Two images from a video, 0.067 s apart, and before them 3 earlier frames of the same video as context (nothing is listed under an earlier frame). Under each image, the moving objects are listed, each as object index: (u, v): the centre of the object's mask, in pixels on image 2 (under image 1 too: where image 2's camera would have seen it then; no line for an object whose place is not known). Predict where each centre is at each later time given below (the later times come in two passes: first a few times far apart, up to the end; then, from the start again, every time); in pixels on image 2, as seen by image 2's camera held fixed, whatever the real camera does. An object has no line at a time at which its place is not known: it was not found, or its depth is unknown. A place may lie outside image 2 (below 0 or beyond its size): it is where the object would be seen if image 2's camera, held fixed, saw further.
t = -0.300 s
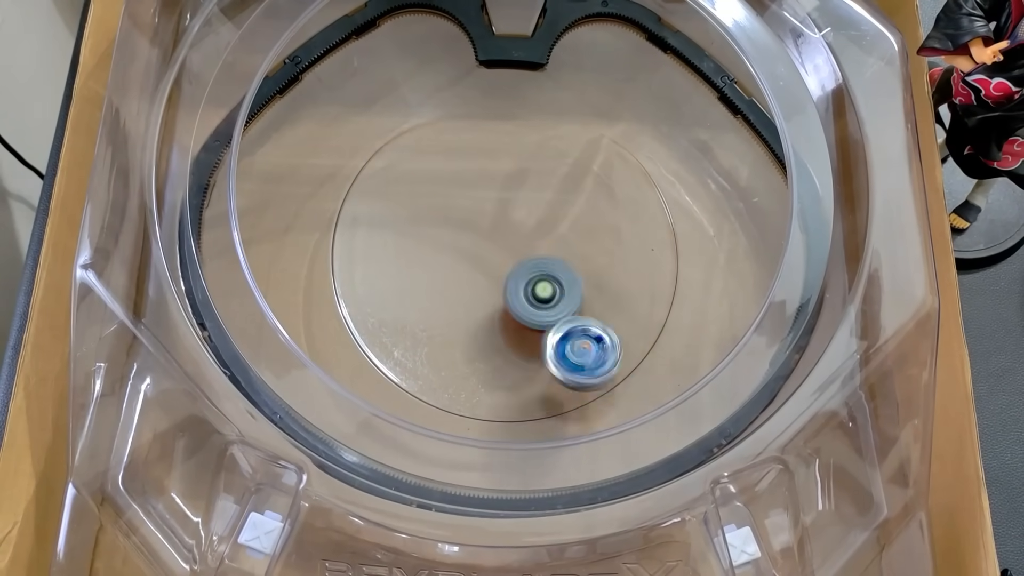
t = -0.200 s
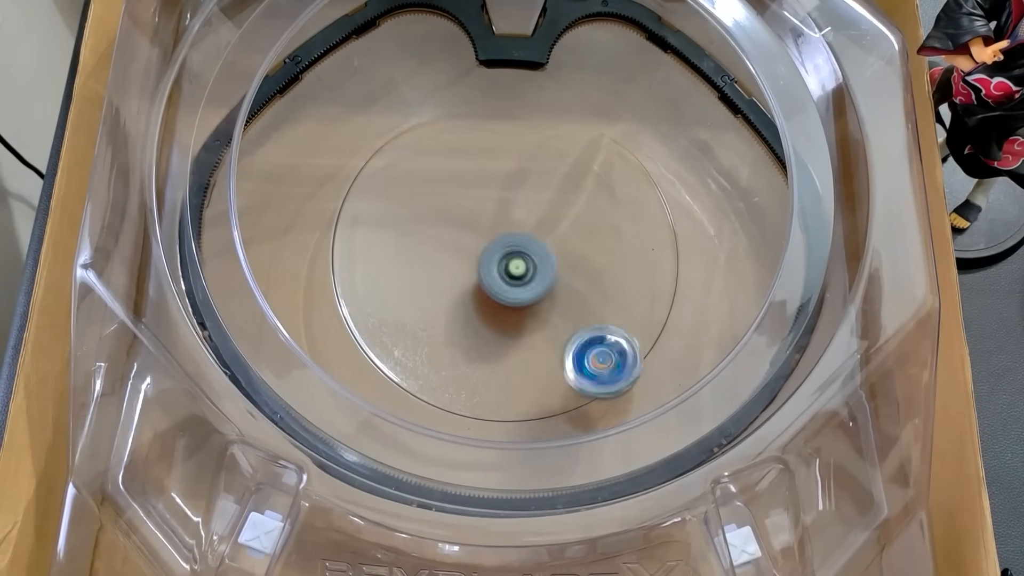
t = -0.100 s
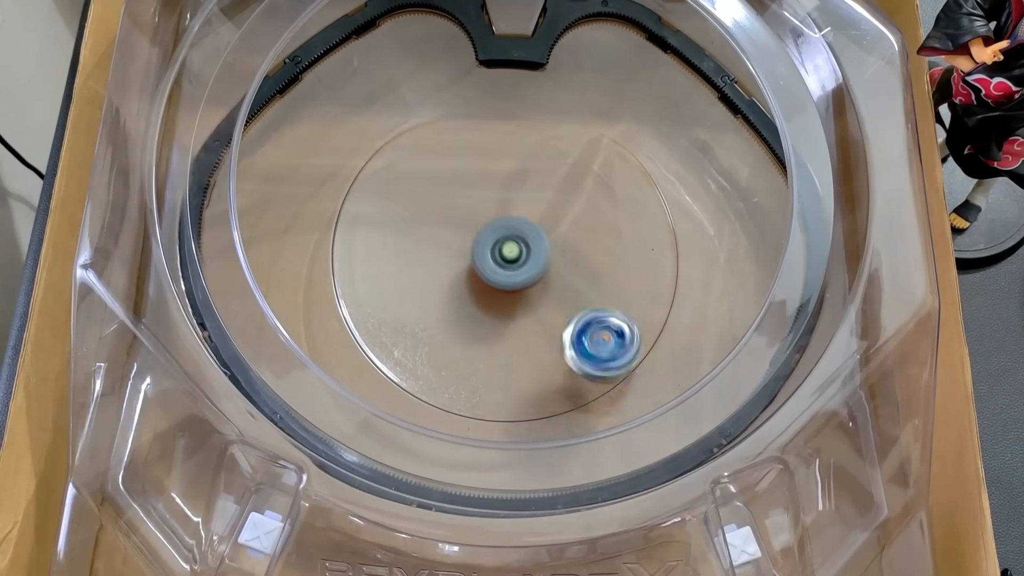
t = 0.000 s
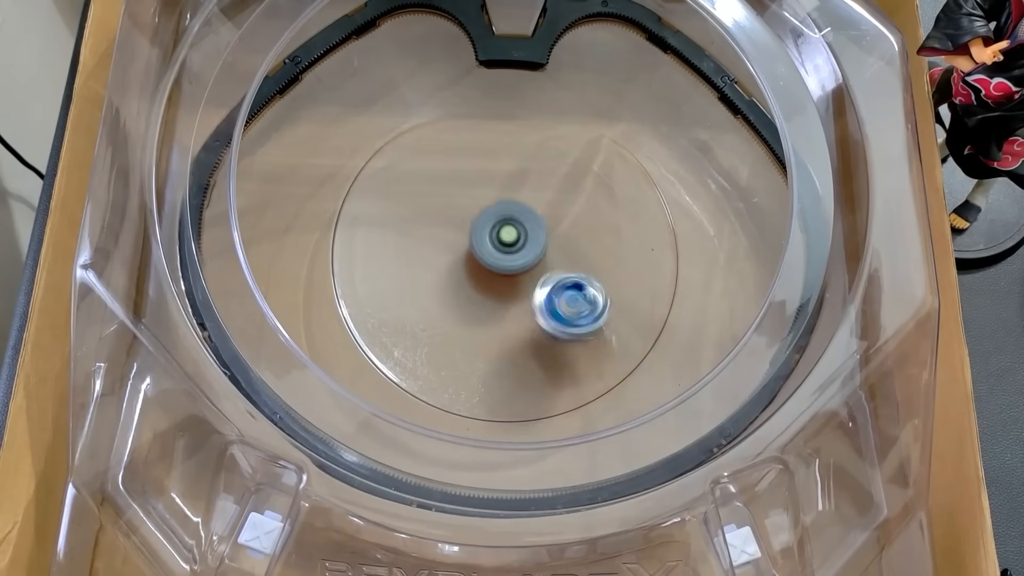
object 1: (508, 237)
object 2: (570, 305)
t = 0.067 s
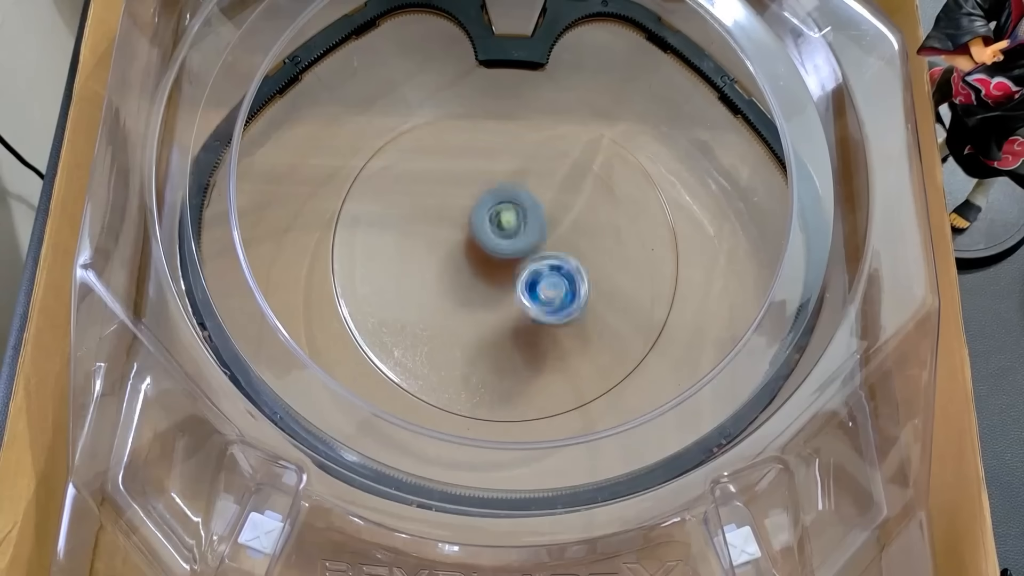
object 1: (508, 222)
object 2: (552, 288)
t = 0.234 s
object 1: (506, 172)
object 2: (566, 312)
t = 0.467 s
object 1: (535, 182)
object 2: (511, 281)
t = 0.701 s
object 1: (527, 230)
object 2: (434, 249)
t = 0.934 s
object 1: (516, 271)
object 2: (391, 239)
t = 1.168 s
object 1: (537, 311)
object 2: (364, 225)
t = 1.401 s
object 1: (507, 326)
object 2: (443, 219)
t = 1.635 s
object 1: (495, 336)
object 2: (459, 173)
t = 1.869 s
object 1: (489, 297)
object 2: (473, 181)
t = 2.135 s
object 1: (528, 265)
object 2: (500, 156)
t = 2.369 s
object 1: (557, 238)
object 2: (498, 173)
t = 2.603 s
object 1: (581, 244)
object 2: (457, 221)
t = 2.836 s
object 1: (557, 243)
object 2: (491, 290)
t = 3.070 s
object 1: (513, 224)
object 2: (556, 312)
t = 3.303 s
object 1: (480, 209)
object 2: (559, 255)
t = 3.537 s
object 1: (453, 208)
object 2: (555, 200)
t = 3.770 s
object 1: (455, 227)
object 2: (535, 188)
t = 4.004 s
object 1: (415, 301)
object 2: (593, 144)
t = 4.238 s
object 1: (420, 301)
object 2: (600, 162)
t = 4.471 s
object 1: (471, 277)
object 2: (539, 221)
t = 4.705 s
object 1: (517, 263)
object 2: (508, 174)
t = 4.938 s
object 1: (549, 241)
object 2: (496, 165)
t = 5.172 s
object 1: (570, 219)
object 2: (484, 226)
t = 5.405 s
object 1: (561, 207)
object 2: (457, 280)
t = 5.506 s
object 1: (550, 205)
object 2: (457, 271)
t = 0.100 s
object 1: (501, 201)
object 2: (559, 300)
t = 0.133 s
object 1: (499, 189)
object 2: (562, 311)
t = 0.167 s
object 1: (500, 180)
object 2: (566, 313)
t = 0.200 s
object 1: (502, 175)
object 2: (567, 313)
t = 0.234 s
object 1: (506, 172)
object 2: (566, 312)
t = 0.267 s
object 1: (511, 170)
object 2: (562, 311)
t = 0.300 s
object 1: (516, 169)
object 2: (557, 307)
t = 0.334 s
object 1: (521, 169)
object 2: (550, 304)
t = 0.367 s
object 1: (525, 171)
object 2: (544, 300)
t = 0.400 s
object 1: (530, 174)
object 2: (533, 293)
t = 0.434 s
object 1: (533, 177)
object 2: (522, 287)
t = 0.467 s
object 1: (535, 182)
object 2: (511, 281)
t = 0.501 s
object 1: (537, 188)
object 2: (499, 274)
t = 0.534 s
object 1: (539, 193)
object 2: (487, 270)
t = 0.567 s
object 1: (538, 200)
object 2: (476, 264)
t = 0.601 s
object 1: (537, 207)
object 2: (465, 261)
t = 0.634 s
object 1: (534, 215)
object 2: (454, 256)
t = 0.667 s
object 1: (532, 222)
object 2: (444, 254)
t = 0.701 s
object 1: (527, 230)
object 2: (434, 249)
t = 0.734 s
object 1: (523, 237)
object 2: (427, 248)
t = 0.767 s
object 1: (518, 243)
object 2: (423, 248)
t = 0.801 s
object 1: (513, 249)
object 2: (419, 248)
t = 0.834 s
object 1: (508, 255)
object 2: (417, 247)
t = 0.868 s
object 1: (502, 259)
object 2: (420, 247)
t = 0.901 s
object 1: (499, 263)
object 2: (419, 245)
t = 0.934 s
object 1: (516, 271)
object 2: (391, 239)
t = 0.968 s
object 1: (529, 276)
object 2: (374, 236)
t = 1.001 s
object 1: (537, 282)
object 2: (362, 233)
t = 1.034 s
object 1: (540, 287)
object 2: (354, 230)
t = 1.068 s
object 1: (541, 292)
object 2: (345, 226)
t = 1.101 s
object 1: (539, 299)
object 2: (346, 226)
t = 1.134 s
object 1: (539, 305)
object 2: (355, 225)
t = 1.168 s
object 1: (537, 311)
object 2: (364, 225)
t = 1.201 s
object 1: (534, 316)
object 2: (374, 222)
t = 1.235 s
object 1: (530, 320)
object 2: (384, 218)
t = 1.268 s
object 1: (526, 324)
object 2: (395, 215)
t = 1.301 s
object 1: (522, 326)
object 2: (408, 212)
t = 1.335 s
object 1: (516, 328)
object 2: (422, 212)
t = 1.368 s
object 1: (512, 328)
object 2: (433, 215)
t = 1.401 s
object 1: (507, 326)
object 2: (443, 219)
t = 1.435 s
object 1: (502, 324)
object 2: (451, 225)
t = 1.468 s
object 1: (498, 320)
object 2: (458, 231)
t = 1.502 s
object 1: (494, 315)
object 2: (464, 237)
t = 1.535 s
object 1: (497, 333)
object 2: (461, 206)
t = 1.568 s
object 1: (500, 338)
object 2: (459, 189)
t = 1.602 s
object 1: (498, 338)
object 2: (459, 178)
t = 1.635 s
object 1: (495, 336)
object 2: (459, 173)
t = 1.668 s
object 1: (492, 333)
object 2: (460, 172)
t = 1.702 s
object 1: (490, 328)
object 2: (462, 172)
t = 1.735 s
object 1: (489, 323)
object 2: (464, 176)
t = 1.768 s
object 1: (488, 317)
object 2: (464, 179)
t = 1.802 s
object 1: (487, 311)
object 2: (464, 179)
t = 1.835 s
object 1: (488, 304)
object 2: (466, 178)
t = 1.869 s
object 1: (489, 297)
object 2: (473, 181)
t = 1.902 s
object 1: (491, 289)
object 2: (482, 187)
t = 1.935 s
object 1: (493, 280)
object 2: (492, 193)
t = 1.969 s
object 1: (497, 277)
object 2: (498, 193)
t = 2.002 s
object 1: (505, 280)
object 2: (498, 180)
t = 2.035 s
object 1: (514, 282)
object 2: (496, 168)
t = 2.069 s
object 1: (519, 279)
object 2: (496, 162)
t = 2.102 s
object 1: (524, 272)
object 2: (500, 157)
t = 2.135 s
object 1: (528, 265)
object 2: (500, 156)
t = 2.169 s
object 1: (531, 260)
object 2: (502, 156)
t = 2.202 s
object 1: (534, 254)
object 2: (506, 157)
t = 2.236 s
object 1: (536, 248)
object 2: (508, 161)
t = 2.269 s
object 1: (539, 242)
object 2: (509, 166)
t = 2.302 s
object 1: (543, 238)
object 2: (508, 169)
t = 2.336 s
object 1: (548, 236)
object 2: (506, 173)
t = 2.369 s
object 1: (557, 238)
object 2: (498, 173)
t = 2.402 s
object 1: (566, 241)
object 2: (490, 173)
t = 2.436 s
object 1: (572, 242)
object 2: (484, 176)
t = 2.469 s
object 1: (576, 242)
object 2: (475, 183)
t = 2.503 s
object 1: (579, 242)
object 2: (468, 190)
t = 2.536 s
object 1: (580, 243)
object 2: (462, 199)
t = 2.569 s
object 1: (581, 243)
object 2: (459, 209)
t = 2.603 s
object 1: (581, 244)
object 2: (457, 221)
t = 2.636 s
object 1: (579, 244)
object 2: (457, 233)
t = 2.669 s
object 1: (577, 245)
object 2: (459, 243)
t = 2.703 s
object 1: (575, 245)
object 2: (463, 254)
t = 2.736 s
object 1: (571, 245)
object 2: (467, 264)
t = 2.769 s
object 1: (567, 245)
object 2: (473, 274)
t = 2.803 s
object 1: (562, 244)
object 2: (482, 282)
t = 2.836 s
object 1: (557, 243)
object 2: (491, 290)
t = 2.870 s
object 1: (551, 242)
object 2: (501, 295)
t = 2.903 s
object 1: (546, 240)
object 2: (510, 298)
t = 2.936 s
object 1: (539, 236)
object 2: (520, 302)
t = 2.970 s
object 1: (532, 233)
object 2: (530, 308)
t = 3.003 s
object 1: (526, 230)
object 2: (539, 311)
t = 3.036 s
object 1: (519, 227)
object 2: (548, 313)
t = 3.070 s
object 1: (513, 224)
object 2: (556, 312)
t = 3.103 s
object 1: (508, 222)
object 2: (564, 308)
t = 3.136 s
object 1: (502, 219)
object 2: (567, 300)
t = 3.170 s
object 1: (498, 216)
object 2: (569, 292)
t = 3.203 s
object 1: (493, 214)
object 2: (571, 284)
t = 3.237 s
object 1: (488, 212)
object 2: (568, 275)
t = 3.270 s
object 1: (484, 210)
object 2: (564, 264)
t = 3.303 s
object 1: (480, 209)
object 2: (559, 255)
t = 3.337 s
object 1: (476, 207)
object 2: (554, 246)
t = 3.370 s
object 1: (472, 206)
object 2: (546, 236)
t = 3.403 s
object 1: (468, 205)
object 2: (541, 227)
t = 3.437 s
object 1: (462, 205)
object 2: (545, 218)
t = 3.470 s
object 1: (457, 206)
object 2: (552, 212)
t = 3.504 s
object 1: (455, 207)
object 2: (554, 207)
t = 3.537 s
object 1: (453, 208)
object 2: (555, 200)
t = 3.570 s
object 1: (452, 210)
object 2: (555, 194)
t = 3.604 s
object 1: (452, 212)
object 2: (554, 190)
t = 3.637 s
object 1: (451, 214)
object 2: (553, 188)
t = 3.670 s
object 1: (451, 217)
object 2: (549, 185)
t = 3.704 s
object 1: (452, 220)
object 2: (546, 185)
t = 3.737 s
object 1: (453, 223)
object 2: (541, 186)
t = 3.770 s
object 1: (455, 227)
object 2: (535, 188)
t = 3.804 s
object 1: (457, 231)
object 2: (530, 191)
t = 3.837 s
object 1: (459, 235)
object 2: (525, 196)
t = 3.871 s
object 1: (444, 254)
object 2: (544, 179)
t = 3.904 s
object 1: (432, 270)
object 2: (563, 166)
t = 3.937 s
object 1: (423, 284)
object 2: (576, 157)
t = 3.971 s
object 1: (418, 294)
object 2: (585, 149)
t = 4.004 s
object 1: (415, 301)
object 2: (593, 144)
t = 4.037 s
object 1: (413, 303)
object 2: (602, 140)
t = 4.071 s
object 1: (412, 304)
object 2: (606, 140)
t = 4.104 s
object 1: (411, 304)
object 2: (607, 139)
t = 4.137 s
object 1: (412, 305)
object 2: (609, 142)
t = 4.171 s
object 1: (413, 304)
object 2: (606, 146)
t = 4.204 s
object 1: (416, 302)
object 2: (605, 152)
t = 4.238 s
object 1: (420, 301)
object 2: (600, 162)
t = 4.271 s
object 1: (425, 298)
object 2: (592, 173)
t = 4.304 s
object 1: (432, 295)
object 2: (585, 185)
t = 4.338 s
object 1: (439, 292)
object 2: (577, 195)
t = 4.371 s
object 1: (446, 289)
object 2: (567, 204)
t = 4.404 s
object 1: (454, 285)
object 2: (558, 212)
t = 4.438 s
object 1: (462, 281)
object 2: (549, 217)
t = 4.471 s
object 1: (471, 277)
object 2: (539, 221)
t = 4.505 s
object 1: (479, 273)
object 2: (530, 221)
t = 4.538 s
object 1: (486, 269)
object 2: (524, 219)
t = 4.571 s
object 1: (491, 269)
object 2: (520, 210)
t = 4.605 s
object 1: (498, 267)
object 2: (517, 203)
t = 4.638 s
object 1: (504, 265)
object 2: (514, 197)
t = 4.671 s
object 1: (510, 265)
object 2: (511, 184)
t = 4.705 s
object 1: (517, 263)
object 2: (508, 174)
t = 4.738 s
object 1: (523, 261)
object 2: (505, 164)
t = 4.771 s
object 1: (528, 258)
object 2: (499, 159)
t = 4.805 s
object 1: (533, 255)
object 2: (500, 156)
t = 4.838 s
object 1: (537, 252)
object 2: (500, 156)
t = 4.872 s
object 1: (542, 249)
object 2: (500, 157)
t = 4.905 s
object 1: (546, 245)
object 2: (498, 160)
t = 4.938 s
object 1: (549, 241)
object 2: (496, 165)
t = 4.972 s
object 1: (553, 238)
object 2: (495, 168)
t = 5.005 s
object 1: (555, 234)
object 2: (496, 177)
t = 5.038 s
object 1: (557, 230)
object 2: (497, 185)
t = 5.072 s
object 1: (562, 227)
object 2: (494, 192)
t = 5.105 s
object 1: (566, 224)
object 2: (491, 205)
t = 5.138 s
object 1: (569, 222)
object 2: (488, 215)
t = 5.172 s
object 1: (570, 219)
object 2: (484, 226)
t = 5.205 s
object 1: (570, 217)
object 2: (481, 240)
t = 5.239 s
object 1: (570, 215)
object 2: (477, 250)
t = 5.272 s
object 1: (569, 213)
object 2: (474, 258)
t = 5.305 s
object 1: (568, 211)
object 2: (469, 269)
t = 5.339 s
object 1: (566, 210)
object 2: (465, 274)
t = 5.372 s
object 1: (564, 209)
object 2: (461, 276)
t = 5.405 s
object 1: (561, 207)
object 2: (457, 280)
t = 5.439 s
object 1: (558, 207)
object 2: (454, 276)
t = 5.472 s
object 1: (555, 206)
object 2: (454, 277)
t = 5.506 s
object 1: (550, 205)
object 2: (457, 271)
